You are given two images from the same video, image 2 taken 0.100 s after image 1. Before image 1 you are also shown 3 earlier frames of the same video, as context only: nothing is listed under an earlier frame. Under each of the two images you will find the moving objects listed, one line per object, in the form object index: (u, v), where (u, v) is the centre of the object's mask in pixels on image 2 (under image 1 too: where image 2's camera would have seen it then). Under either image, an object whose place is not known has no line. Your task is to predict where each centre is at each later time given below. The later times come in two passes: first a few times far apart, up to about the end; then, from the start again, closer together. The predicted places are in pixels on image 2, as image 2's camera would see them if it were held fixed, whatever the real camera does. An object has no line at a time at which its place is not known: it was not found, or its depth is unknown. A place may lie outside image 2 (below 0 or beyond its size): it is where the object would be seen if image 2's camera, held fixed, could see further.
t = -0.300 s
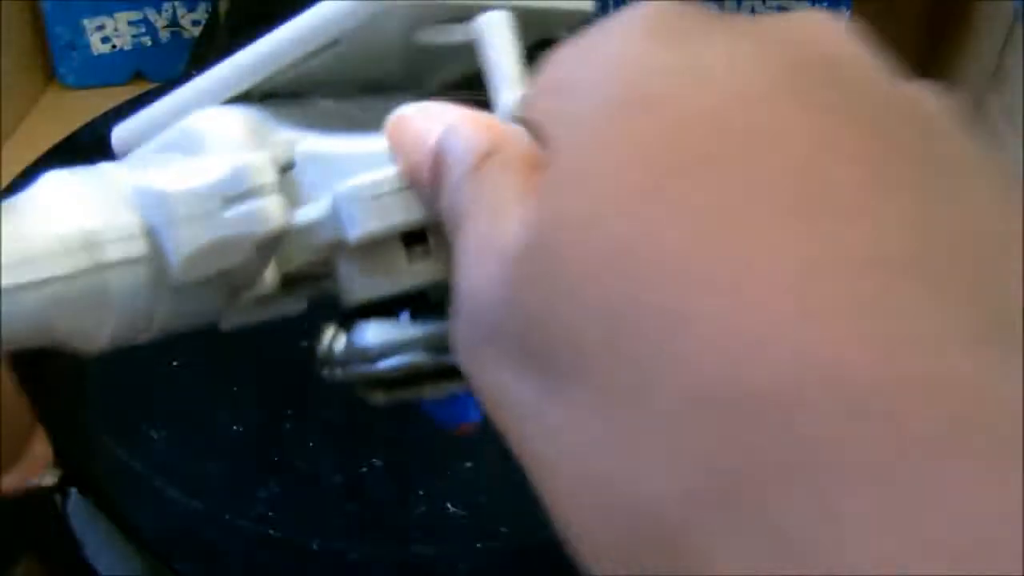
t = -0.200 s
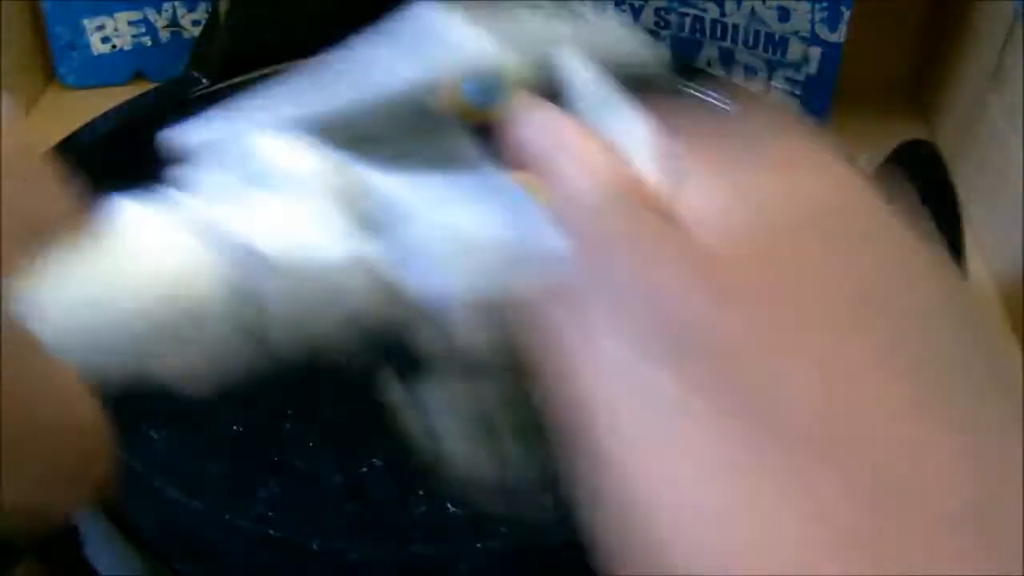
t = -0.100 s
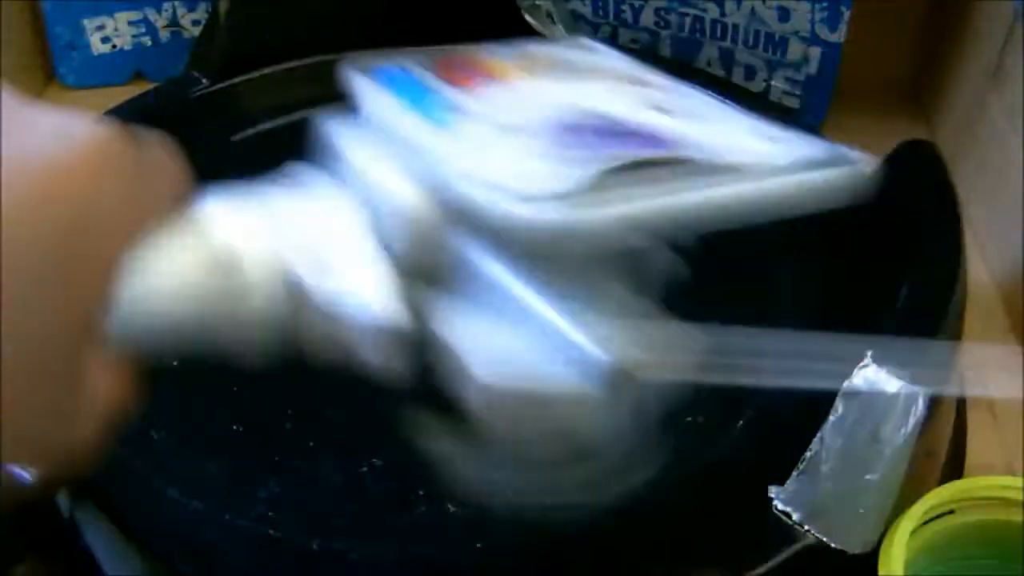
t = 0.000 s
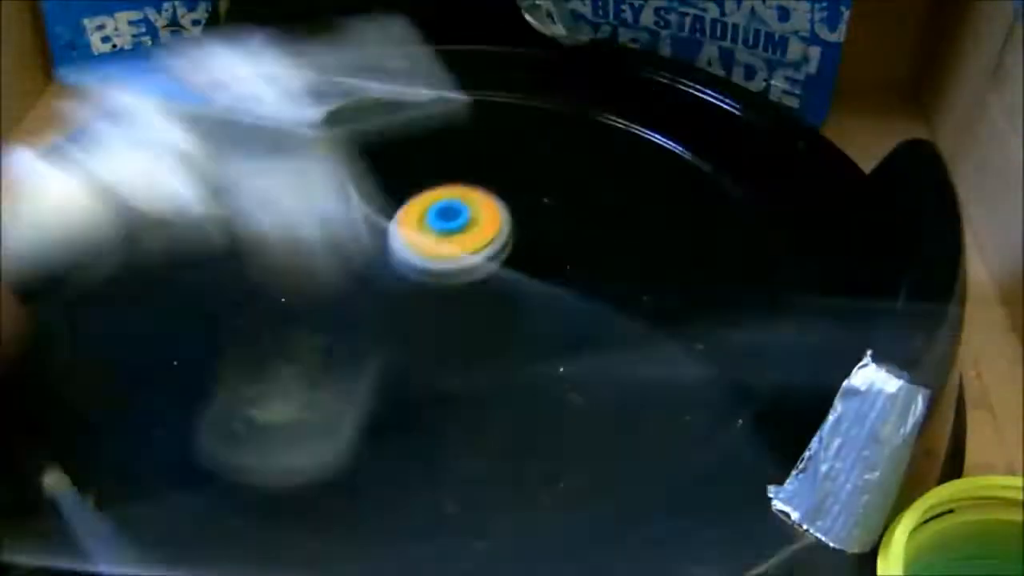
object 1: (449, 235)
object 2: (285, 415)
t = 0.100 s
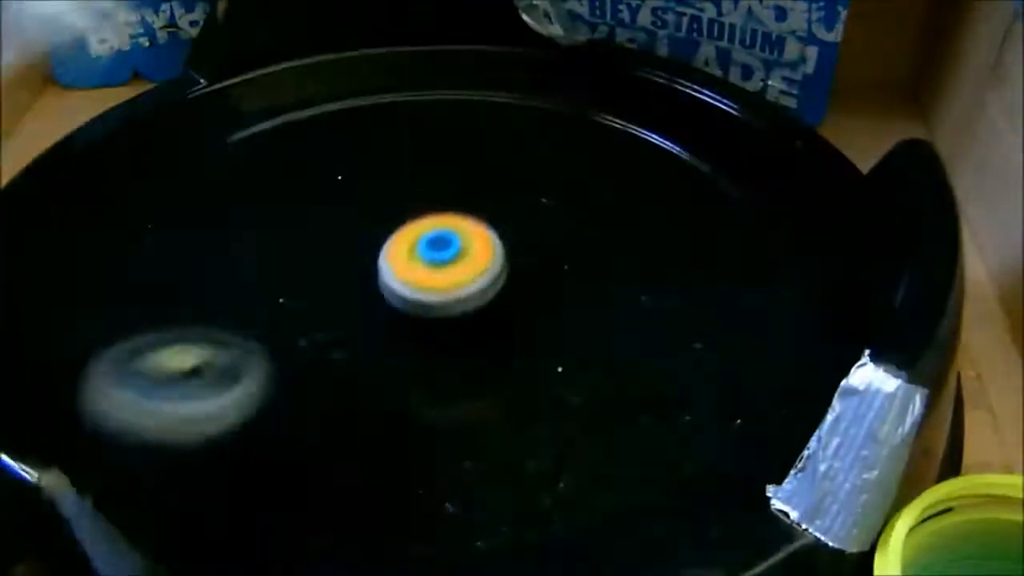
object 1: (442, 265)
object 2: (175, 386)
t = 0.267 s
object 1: (485, 302)
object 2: (120, 417)
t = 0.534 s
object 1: (563, 274)
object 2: (65, 371)
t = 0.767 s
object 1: (473, 265)
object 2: (51, 316)
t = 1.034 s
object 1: (448, 341)
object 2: (58, 268)
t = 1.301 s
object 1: (521, 319)
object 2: (289, 291)
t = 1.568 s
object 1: (419, 290)
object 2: (423, 97)
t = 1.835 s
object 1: (355, 340)
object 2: (164, 114)
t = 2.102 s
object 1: (571, 325)
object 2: (328, 345)
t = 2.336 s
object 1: (724, 210)
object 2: (590, 176)
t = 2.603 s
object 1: (581, 170)
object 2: (310, 60)
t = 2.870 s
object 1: (391, 217)
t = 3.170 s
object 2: (729, 131)
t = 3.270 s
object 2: (621, 57)
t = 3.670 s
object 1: (495, 280)
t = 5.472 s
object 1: (264, 55)
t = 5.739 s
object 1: (368, 208)
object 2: (612, 361)
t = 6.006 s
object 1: (201, 253)
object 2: (580, 193)
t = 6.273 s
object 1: (305, 333)
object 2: (207, 222)
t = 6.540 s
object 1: (516, 310)
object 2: (270, 455)
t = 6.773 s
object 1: (541, 246)
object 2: (624, 350)
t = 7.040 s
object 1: (298, 156)
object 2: (673, 158)
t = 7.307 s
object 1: (232, 271)
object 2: (343, 135)
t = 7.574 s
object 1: (397, 346)
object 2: (253, 397)
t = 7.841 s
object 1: (511, 286)
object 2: (687, 372)
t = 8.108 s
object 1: (460, 247)
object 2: (610, 162)
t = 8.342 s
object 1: (432, 289)
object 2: (662, 278)
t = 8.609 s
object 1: (408, 285)
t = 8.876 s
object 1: (420, 273)
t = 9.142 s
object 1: (440, 278)
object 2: (377, 185)
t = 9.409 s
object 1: (427, 290)
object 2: (232, 247)
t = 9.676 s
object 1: (417, 277)
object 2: (297, 336)
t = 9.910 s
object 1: (424, 269)
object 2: (334, 356)
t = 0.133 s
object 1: (446, 276)
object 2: (151, 421)
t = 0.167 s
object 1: (454, 285)
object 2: (130, 438)
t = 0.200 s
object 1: (463, 293)
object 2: (113, 408)
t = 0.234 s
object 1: (473, 299)
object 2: (113, 401)
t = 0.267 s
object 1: (485, 302)
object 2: (120, 417)
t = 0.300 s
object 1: (499, 305)
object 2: (112, 413)
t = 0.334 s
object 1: (513, 305)
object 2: (99, 400)
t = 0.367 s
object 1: (526, 304)
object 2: (95, 406)
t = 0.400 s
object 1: (538, 301)
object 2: (80, 395)
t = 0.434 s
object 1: (549, 295)
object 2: (76, 394)
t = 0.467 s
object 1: (558, 289)
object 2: (74, 386)
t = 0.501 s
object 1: (563, 282)
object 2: (70, 378)
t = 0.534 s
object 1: (563, 274)
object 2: (65, 371)
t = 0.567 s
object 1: (558, 266)
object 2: (61, 363)
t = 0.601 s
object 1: (549, 260)
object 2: (60, 355)
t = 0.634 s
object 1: (537, 255)
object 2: (57, 347)
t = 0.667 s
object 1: (522, 253)
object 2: (55, 340)
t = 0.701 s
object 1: (506, 254)
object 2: (54, 332)
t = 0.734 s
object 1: (489, 258)
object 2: (52, 324)
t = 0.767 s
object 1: (473, 265)
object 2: (51, 316)
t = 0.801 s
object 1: (458, 273)
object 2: (51, 308)
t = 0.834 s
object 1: (445, 283)
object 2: (51, 300)
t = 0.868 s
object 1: (436, 294)
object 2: (51, 292)
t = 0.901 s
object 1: (431, 305)
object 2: (51, 286)
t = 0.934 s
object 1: (431, 315)
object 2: (52, 279)
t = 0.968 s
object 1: (434, 325)
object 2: (53, 275)
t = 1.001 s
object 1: (440, 334)
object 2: (55, 271)
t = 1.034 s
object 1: (448, 341)
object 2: (58, 268)
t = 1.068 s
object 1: (459, 346)
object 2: (63, 266)
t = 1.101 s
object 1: (470, 348)
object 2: (72, 265)
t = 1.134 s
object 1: (482, 348)
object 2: (89, 273)
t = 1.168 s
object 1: (494, 346)
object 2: (115, 279)
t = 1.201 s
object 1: (504, 341)
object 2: (148, 287)
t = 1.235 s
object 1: (513, 335)
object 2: (190, 293)
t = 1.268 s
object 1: (519, 328)
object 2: (239, 296)
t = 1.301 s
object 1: (521, 319)
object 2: (289, 291)
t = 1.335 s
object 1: (519, 310)
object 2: (335, 278)
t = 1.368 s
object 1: (513, 303)
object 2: (375, 259)
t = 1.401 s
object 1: (503, 296)
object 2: (405, 233)
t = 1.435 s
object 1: (489, 292)
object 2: (428, 207)
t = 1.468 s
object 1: (472, 289)
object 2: (443, 181)
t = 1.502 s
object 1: (454, 287)
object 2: (446, 151)
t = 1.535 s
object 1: (436, 288)
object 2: (439, 124)
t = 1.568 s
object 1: (419, 290)
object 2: (423, 97)
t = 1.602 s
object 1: (402, 293)
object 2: (403, 75)
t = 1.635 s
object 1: (387, 299)
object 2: (367, 52)
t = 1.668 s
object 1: (377, 306)
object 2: (328, 49)
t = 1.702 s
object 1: (367, 312)
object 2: (294, 65)
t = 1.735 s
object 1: (360, 318)
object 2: (262, 77)
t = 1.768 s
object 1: (355, 325)
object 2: (228, 88)
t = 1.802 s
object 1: (354, 333)
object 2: (194, 98)
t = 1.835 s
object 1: (355, 340)
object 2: (164, 114)
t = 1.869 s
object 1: (361, 346)
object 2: (144, 138)
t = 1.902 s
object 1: (370, 351)
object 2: (136, 168)
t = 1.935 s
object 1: (383, 354)
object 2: (144, 208)
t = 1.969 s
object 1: (397, 353)
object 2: (168, 249)
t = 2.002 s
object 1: (410, 350)
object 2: (214, 291)
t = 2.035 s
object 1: (436, 343)
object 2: (267, 322)
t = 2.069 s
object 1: (504, 337)
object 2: (297, 338)
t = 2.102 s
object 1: (571, 325)
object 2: (328, 345)
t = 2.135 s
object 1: (624, 309)
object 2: (374, 346)
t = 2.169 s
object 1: (662, 290)
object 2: (430, 339)
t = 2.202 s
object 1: (686, 270)
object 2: (489, 322)
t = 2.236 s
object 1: (695, 252)
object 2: (541, 296)
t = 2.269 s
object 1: (700, 230)
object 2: (573, 260)
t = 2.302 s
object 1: (714, 210)
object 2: (585, 212)
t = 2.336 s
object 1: (724, 210)
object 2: (590, 176)
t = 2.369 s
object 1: (723, 202)
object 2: (585, 134)
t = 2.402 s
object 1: (715, 197)
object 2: (571, 98)
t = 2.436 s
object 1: (699, 191)
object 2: (540, 64)
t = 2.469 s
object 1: (679, 185)
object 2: (492, 39)
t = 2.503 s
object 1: (657, 181)
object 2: (443, 42)
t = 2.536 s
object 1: (633, 176)
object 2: (394, 44)
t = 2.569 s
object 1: (608, 173)
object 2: (348, 51)
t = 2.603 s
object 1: (581, 170)
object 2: (310, 60)
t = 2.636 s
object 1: (553, 170)
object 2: (275, 77)
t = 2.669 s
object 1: (525, 171)
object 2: (243, 105)
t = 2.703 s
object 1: (497, 174)
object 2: (221, 142)
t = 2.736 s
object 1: (469, 179)
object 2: (208, 185)
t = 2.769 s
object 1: (444, 186)
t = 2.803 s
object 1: (423, 195)
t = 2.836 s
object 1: (405, 205)
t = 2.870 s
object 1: (391, 217)
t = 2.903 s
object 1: (380, 229)
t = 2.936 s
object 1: (373, 242)
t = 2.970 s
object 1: (368, 253)
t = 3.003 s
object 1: (367, 266)
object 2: (722, 350)
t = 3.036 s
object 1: (368, 277)
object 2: (783, 301)
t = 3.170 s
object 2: (729, 131)
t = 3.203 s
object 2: (696, 101)
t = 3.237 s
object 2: (660, 75)
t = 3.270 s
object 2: (621, 57)
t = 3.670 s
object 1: (495, 280)
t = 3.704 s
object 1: (484, 278)
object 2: (610, 470)
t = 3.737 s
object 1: (473, 277)
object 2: (689, 462)
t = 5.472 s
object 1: (264, 55)
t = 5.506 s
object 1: (275, 43)
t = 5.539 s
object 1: (285, 55)
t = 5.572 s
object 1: (301, 93)
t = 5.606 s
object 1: (316, 112)
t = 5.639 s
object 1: (328, 131)
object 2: (558, 439)
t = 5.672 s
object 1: (342, 158)
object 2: (588, 417)
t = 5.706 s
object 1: (354, 182)
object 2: (606, 390)
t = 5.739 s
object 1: (368, 208)
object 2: (612, 361)
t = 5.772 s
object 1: (382, 230)
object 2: (605, 333)
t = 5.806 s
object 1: (396, 249)
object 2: (588, 305)
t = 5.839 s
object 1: (410, 265)
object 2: (562, 280)
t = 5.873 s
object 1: (371, 267)
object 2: (573, 259)
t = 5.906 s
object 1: (311, 263)
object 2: (597, 241)
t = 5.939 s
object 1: (261, 258)
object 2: (606, 223)
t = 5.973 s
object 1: (225, 254)
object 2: (600, 207)
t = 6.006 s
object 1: (201, 253)
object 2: (580, 193)
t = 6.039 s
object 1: (189, 256)
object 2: (549, 182)
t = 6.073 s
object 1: (188, 263)
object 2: (508, 174)
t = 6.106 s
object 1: (195, 273)
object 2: (457, 170)
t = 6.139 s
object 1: (208, 284)
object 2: (403, 170)
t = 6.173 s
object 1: (226, 297)
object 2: (351, 175)
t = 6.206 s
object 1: (248, 311)
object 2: (300, 185)
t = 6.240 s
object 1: (275, 323)
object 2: (251, 201)
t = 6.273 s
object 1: (305, 333)
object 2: (207, 222)
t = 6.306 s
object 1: (336, 339)
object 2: (173, 249)
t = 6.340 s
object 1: (368, 343)
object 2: (149, 280)
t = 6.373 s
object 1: (399, 343)
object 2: (137, 312)
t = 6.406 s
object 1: (429, 341)
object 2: (136, 348)
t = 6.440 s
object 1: (455, 335)
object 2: (150, 380)
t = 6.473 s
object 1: (479, 327)
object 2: (177, 411)
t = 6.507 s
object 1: (499, 319)
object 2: (218, 437)
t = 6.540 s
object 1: (516, 310)
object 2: (270, 455)
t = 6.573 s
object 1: (529, 299)
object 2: (331, 465)
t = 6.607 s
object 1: (538, 289)
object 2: (396, 464)
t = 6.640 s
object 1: (545, 278)
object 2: (456, 455)
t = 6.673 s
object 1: (548, 269)
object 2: (513, 438)
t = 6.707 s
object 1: (548, 260)
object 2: (560, 413)
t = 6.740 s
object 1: (545, 252)
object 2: (599, 382)
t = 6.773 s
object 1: (541, 246)
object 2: (624, 350)
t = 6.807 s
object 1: (536, 242)
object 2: (640, 314)
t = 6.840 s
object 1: (527, 237)
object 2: (642, 281)
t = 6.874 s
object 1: (489, 218)
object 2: (671, 259)
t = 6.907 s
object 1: (440, 196)
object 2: (699, 241)
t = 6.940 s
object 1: (397, 177)
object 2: (711, 221)
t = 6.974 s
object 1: (360, 163)
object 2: (710, 200)
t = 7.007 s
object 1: (327, 156)
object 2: (697, 179)
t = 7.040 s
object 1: (298, 156)
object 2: (673, 158)
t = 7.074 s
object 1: (275, 163)
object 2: (644, 139)
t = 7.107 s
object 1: (255, 174)
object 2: (610, 125)
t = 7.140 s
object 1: (240, 188)
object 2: (572, 115)
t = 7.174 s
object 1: (230, 203)
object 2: (529, 109)
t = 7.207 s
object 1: (224, 220)
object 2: (485, 108)
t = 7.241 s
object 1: (222, 237)
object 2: (438, 112)
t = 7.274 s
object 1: (225, 254)
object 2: (391, 120)
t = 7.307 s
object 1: (232, 271)
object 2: (343, 135)
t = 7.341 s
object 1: (242, 288)
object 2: (298, 155)
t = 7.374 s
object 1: (257, 304)
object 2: (260, 179)
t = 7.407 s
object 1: (277, 319)
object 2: (226, 211)
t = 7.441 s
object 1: (299, 330)
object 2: (204, 245)
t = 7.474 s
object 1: (323, 339)
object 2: (193, 284)
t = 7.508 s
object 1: (348, 345)
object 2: (197, 325)
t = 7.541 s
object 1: (373, 347)
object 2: (218, 363)
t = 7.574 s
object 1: (397, 346)
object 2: (253, 397)
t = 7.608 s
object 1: (420, 342)
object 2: (302, 424)
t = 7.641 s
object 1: (438, 337)
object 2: (358, 441)
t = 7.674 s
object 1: (455, 331)
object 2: (423, 451)
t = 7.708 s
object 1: (473, 324)
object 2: (487, 450)
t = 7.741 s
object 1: (488, 315)
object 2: (550, 440)
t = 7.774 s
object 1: (498, 306)
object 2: (603, 424)
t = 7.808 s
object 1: (507, 296)
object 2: (649, 400)
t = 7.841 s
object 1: (511, 286)
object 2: (687, 372)
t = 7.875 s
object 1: (511, 277)
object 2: (711, 343)
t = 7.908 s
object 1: (509, 268)
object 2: (725, 312)
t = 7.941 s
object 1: (505, 259)
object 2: (729, 282)
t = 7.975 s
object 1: (498, 252)
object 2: (723, 253)
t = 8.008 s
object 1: (489, 248)
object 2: (706, 225)
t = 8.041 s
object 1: (478, 246)
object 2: (681, 201)
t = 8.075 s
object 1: (468, 246)
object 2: (649, 180)
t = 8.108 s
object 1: (460, 247)
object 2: (610, 162)
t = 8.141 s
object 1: (450, 252)
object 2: (517, 143)
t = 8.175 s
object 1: (435, 263)
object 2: (311, 163)
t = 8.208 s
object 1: (424, 272)
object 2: (168, 263)
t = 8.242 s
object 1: (422, 278)
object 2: (191, 401)
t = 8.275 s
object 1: (426, 284)
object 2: (390, 465)
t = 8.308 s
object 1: (429, 287)
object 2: (600, 403)
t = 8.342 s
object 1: (432, 289)
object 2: (662, 278)
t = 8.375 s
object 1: (432, 292)
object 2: (564, 174)
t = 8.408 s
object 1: (428, 293)
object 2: (381, 140)
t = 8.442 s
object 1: (427, 291)
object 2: (208, 182)
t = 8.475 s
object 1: (427, 290)
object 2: (132, 288)
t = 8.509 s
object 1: (426, 289)
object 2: (238, 402)
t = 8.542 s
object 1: (422, 288)
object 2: (470, 414)
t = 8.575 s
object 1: (415, 287)
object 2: (625, 309)
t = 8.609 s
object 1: (408, 285)
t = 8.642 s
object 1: (406, 283)
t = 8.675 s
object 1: (407, 284)
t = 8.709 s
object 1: (408, 284)
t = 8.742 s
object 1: (410, 284)
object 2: (240, 348)
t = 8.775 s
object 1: (414, 279)
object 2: (449, 396)
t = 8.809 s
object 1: (420, 276)
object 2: (628, 322)
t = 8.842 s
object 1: (420, 276)
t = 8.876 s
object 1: (420, 273)
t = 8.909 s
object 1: (422, 270)
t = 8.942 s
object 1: (426, 269)
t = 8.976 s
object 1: (428, 271)
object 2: (280, 356)
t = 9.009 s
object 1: (429, 272)
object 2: (457, 407)
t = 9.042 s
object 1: (435, 275)
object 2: (620, 348)
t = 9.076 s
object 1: (438, 276)
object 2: (645, 246)
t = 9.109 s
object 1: (439, 277)
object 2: (537, 181)
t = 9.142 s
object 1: (440, 278)
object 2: (377, 185)
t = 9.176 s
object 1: (441, 280)
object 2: (254, 255)
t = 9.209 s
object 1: (440, 283)
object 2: (258, 357)
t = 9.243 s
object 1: (441, 284)
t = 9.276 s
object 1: (439, 286)
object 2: (561, 359)
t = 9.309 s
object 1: (436, 286)
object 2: (586, 263)
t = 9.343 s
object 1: (433, 287)
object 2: (490, 195)
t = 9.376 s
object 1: (429, 290)
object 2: (345, 188)
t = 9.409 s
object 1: (427, 290)
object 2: (232, 247)
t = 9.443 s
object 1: (426, 290)
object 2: (250, 343)
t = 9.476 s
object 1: (423, 287)
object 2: (401, 385)
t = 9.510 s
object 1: (419, 286)
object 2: (547, 328)
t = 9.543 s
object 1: (414, 287)
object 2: (565, 234)
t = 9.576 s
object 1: (414, 287)
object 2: (475, 171)
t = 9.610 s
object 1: (417, 286)
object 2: (341, 172)
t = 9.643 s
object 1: (418, 282)
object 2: (251, 242)
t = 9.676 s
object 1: (417, 277)
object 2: (297, 336)
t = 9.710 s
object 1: (410, 274)
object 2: (457, 366)
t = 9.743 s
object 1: (409, 278)
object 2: (585, 306)
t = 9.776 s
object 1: (415, 282)
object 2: (592, 218)
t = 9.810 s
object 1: (427, 280)
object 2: (493, 169)
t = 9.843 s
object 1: (434, 275)
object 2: (361, 188)
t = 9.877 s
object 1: (431, 269)
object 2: (285, 267)
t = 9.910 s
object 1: (424, 269)
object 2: (334, 356)
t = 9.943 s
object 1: (419, 274)
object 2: (485, 378)
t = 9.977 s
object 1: (423, 283)
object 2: (603, 317)
